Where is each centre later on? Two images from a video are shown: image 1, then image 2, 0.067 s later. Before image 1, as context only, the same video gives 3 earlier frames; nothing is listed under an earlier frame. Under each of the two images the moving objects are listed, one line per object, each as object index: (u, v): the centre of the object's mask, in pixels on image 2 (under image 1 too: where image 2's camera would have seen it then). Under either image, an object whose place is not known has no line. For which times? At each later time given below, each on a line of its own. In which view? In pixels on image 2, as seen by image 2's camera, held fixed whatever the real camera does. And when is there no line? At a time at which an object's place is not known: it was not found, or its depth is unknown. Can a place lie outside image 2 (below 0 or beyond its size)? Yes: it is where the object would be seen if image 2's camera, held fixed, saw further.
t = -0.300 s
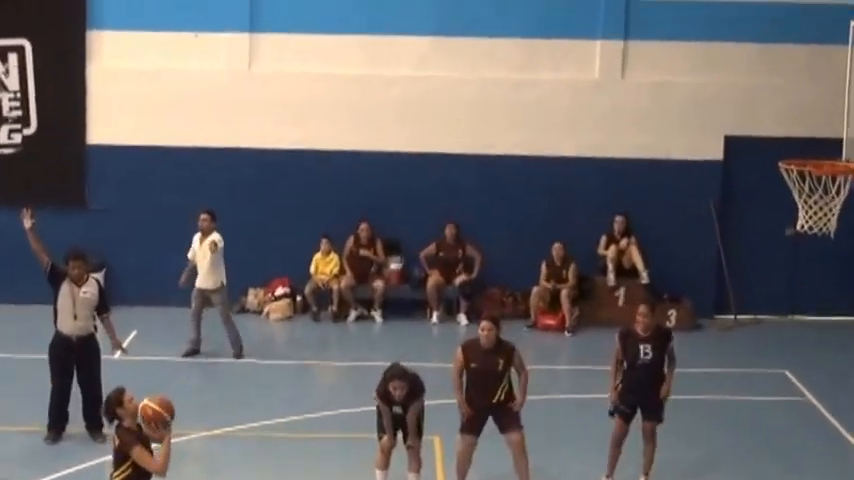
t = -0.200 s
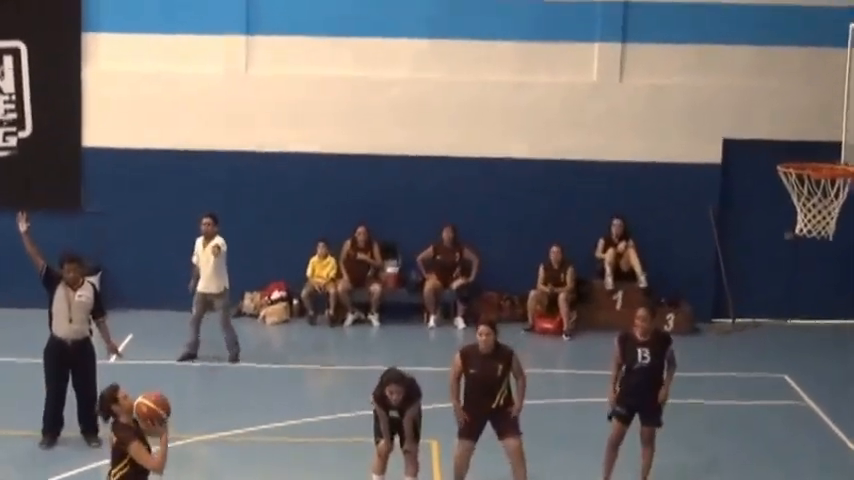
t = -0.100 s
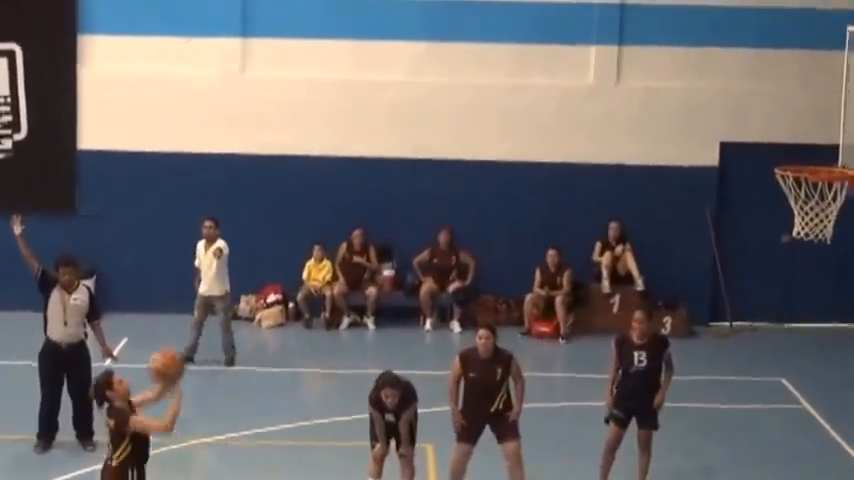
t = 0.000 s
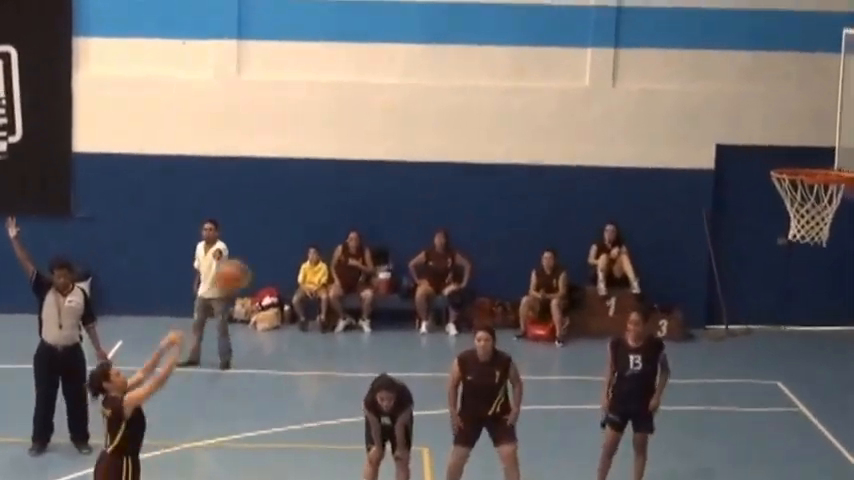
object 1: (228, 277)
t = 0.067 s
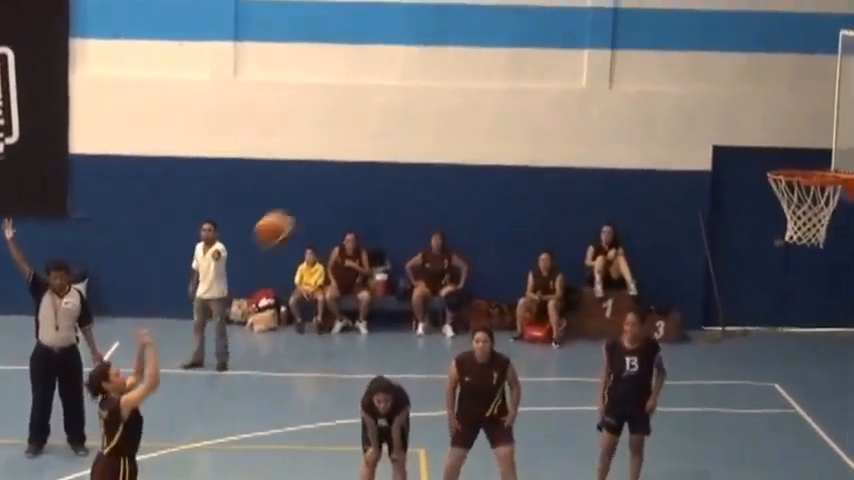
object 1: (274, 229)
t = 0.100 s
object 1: (298, 204)
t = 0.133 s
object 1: (321, 184)
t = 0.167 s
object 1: (345, 165)
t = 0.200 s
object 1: (371, 145)
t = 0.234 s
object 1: (395, 131)
